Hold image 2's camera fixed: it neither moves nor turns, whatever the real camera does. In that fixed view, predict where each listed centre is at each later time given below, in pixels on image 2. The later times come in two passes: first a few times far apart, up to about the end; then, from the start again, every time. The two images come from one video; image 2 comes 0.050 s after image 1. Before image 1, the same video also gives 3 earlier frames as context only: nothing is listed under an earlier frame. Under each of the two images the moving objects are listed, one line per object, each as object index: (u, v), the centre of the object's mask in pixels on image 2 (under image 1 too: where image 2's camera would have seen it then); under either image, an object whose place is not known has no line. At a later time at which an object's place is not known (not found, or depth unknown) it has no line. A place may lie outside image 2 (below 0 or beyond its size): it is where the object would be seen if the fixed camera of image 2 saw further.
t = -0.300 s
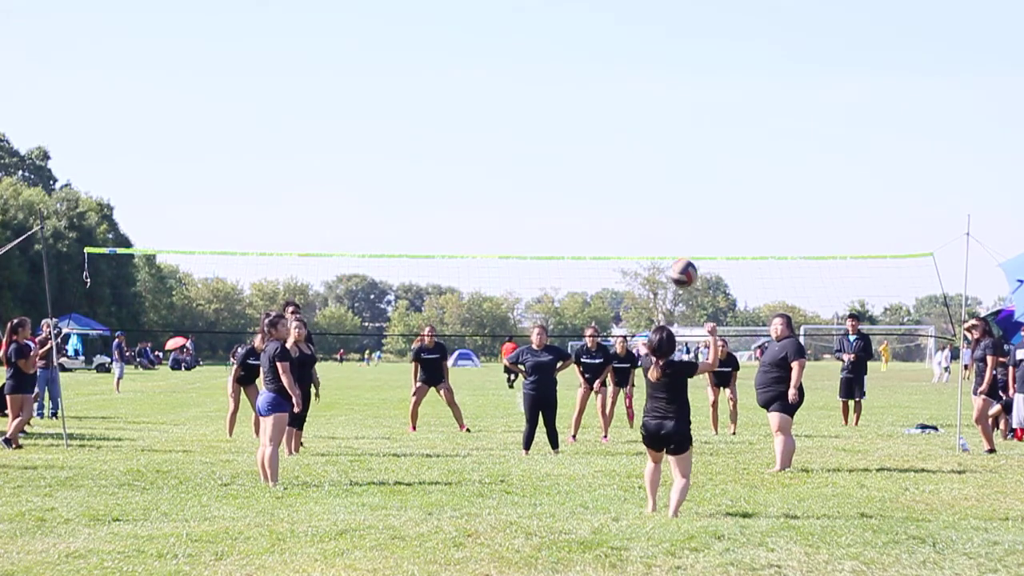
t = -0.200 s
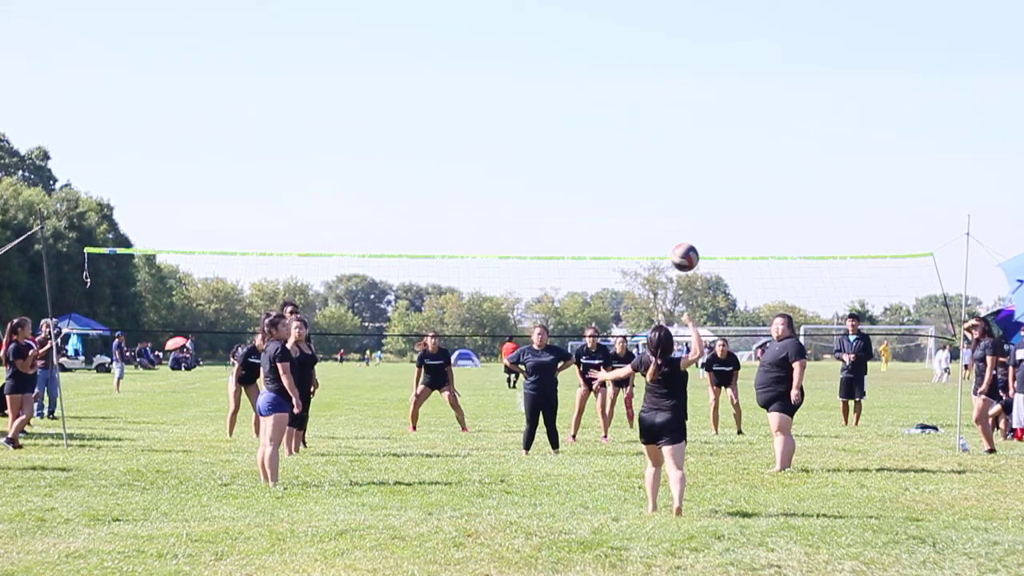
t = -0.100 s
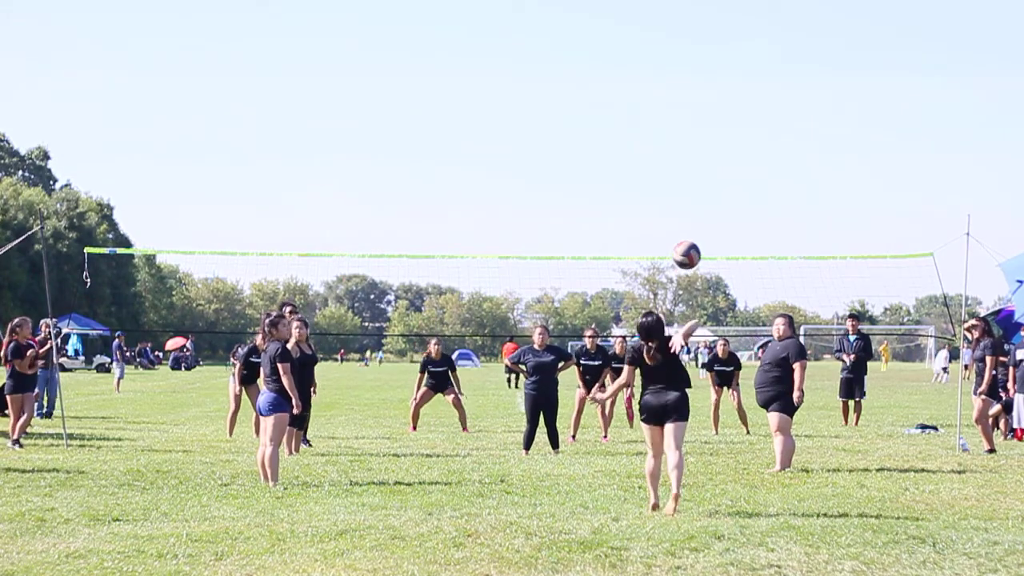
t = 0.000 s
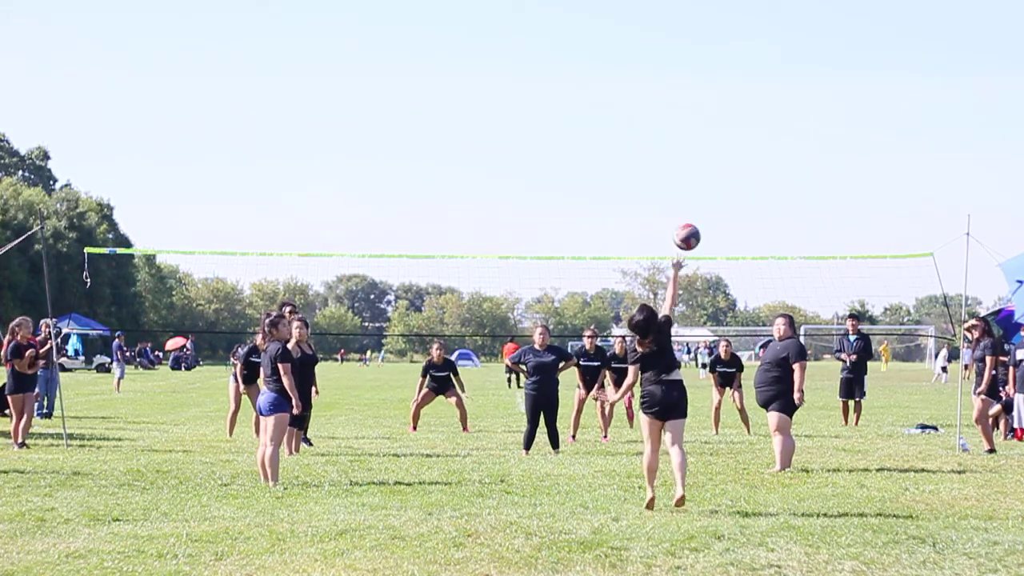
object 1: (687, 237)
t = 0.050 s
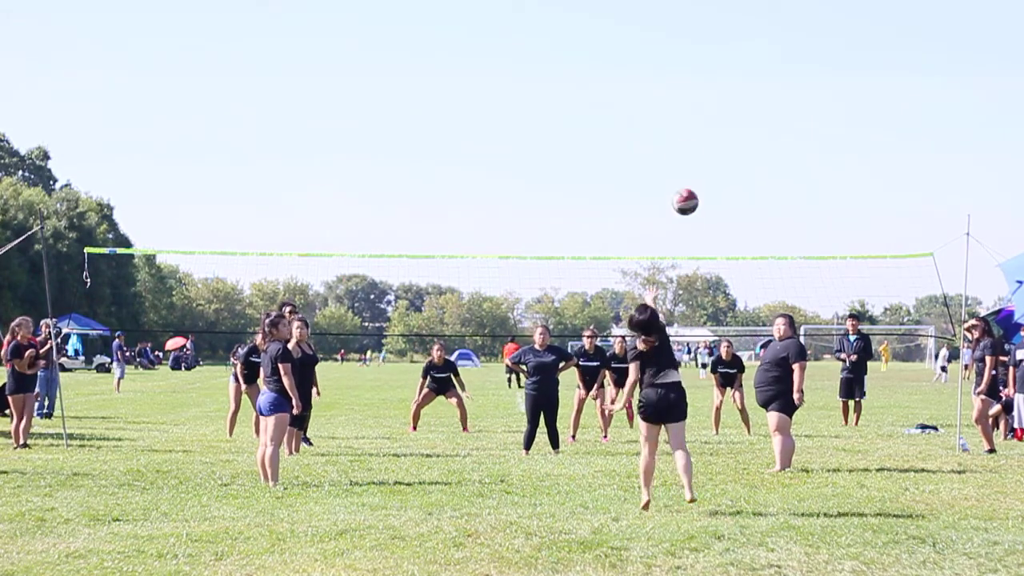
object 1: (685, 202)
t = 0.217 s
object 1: (683, 121)
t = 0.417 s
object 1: (681, 79)
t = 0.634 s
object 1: (682, 80)
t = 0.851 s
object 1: (684, 119)
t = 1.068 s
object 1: (687, 188)
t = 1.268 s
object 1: (687, 272)
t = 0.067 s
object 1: (685, 191)
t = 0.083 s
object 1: (684, 181)
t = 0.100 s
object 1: (684, 172)
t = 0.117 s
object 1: (684, 163)
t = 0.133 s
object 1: (684, 155)
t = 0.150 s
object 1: (684, 147)
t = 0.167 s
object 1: (683, 140)
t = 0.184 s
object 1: (683, 134)
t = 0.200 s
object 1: (683, 127)
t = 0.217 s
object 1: (683, 121)
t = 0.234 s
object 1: (683, 116)
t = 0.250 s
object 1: (683, 111)
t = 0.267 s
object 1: (683, 107)
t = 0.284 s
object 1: (682, 102)
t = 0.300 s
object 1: (682, 99)
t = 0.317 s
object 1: (682, 95)
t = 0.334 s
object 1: (682, 91)
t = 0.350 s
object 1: (681, 88)
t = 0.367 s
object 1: (681, 85)
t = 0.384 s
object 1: (681, 83)
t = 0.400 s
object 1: (681, 81)
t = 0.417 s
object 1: (681, 79)
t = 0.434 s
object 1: (680, 76)
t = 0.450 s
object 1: (680, 75)
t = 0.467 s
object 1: (680, 74)
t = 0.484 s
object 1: (680, 73)
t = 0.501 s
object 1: (680, 73)
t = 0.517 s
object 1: (681, 73)
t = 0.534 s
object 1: (681, 73)
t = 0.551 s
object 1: (681, 73)
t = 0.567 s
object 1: (681, 74)
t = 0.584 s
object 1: (681, 75)
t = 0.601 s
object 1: (682, 76)
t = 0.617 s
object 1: (682, 78)
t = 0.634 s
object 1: (682, 80)
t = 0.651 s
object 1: (682, 82)
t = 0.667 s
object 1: (683, 84)
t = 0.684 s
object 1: (683, 87)
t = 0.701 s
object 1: (683, 89)
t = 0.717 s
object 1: (683, 92)
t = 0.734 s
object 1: (683, 95)
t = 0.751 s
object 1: (683, 98)
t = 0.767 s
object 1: (684, 101)
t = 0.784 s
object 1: (684, 105)
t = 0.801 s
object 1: (684, 108)
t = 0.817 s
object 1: (684, 112)
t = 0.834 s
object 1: (684, 115)
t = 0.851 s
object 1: (684, 119)
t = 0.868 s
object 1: (685, 124)
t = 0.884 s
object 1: (685, 128)
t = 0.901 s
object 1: (685, 133)
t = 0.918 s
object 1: (686, 138)
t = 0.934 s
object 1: (686, 143)
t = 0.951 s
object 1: (686, 147)
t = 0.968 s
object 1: (687, 153)
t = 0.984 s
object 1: (687, 158)
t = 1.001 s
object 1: (687, 164)
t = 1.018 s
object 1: (687, 170)
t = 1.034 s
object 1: (687, 176)
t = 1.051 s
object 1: (687, 182)
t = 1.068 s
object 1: (687, 188)
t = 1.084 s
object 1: (687, 195)
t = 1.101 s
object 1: (687, 202)
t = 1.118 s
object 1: (687, 207)
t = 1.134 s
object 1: (688, 215)
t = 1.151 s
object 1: (687, 221)
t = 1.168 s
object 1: (687, 228)
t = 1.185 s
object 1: (687, 235)
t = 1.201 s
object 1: (687, 243)
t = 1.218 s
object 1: (687, 250)
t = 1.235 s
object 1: (687, 257)
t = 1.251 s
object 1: (687, 266)
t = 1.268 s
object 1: (687, 272)
